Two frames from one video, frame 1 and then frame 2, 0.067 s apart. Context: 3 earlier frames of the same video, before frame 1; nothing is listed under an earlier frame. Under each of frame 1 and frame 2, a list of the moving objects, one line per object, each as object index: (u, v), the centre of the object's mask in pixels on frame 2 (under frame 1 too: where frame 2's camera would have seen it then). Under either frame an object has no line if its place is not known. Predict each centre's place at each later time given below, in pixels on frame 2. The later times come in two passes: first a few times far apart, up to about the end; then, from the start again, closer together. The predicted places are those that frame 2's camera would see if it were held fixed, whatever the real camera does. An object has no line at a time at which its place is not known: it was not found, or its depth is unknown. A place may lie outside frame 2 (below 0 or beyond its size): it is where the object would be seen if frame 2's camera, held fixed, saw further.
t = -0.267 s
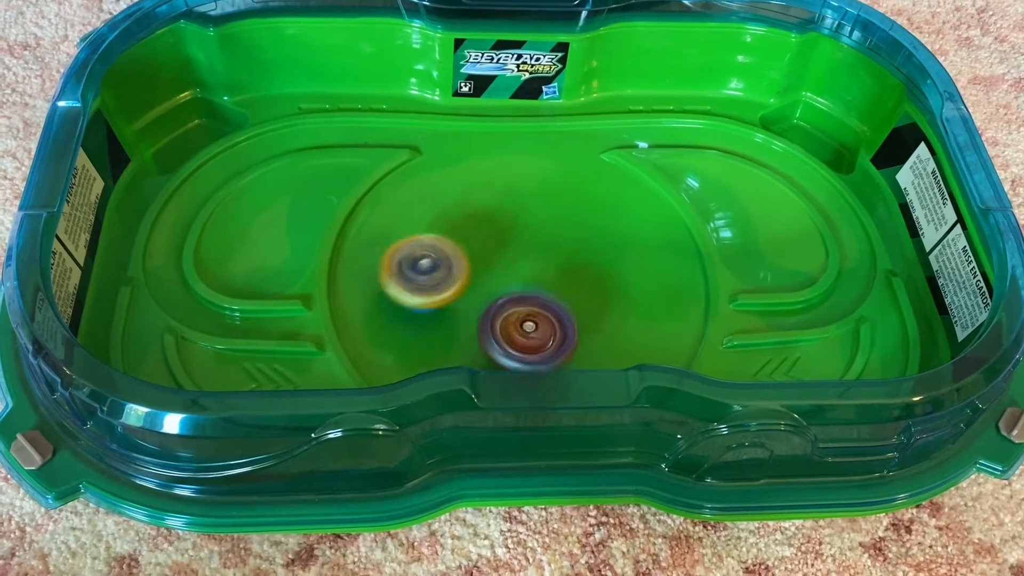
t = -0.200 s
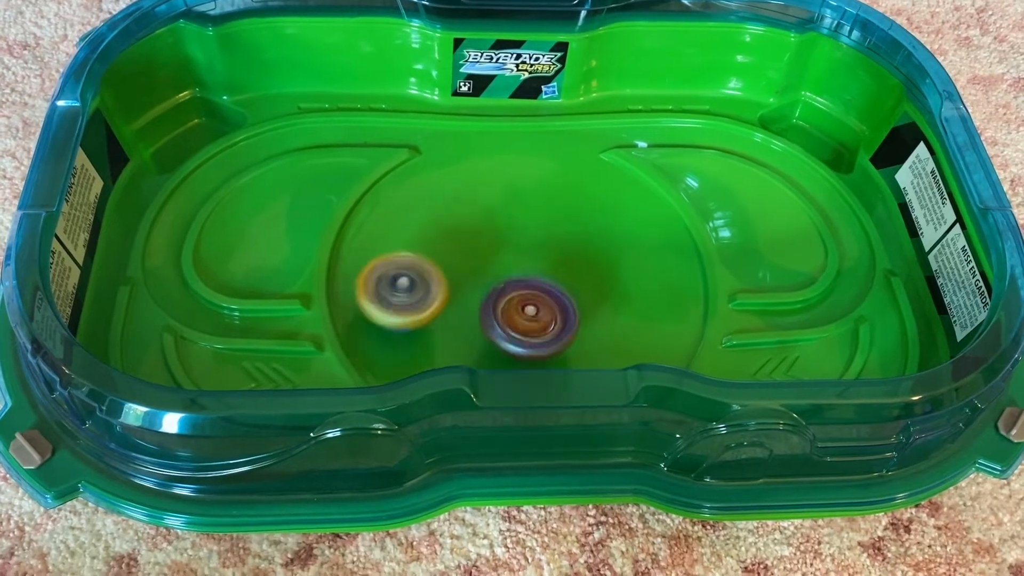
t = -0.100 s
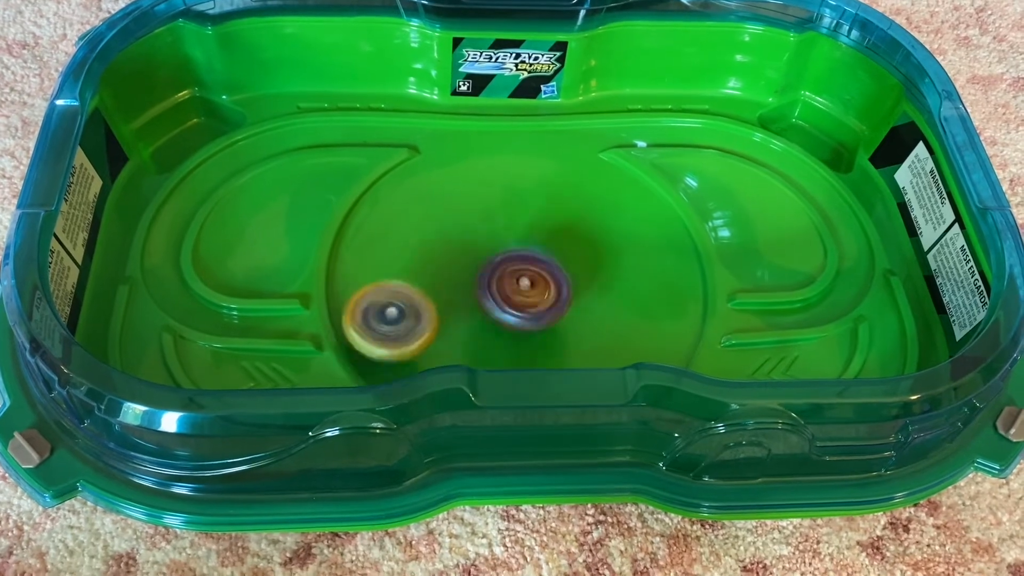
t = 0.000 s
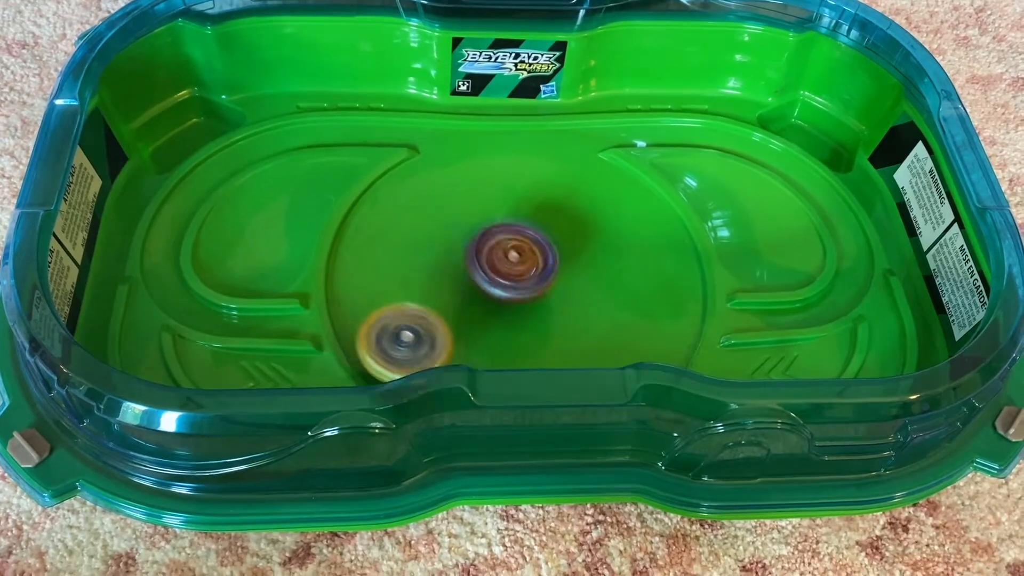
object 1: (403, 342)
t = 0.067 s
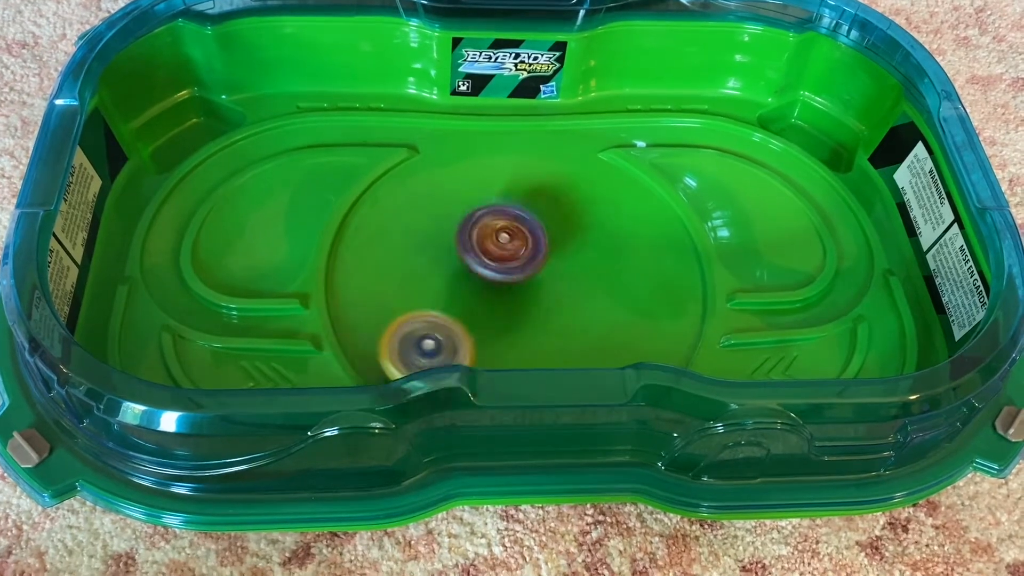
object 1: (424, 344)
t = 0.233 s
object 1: (497, 331)
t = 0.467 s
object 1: (547, 242)
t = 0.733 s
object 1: (525, 156)
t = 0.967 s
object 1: (475, 176)
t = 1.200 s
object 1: (497, 261)
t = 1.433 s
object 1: (499, 330)
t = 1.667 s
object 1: (513, 347)
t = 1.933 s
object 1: (506, 333)
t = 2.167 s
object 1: (478, 314)
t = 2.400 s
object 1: (462, 308)
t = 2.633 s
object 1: (478, 285)
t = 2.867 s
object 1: (510, 288)
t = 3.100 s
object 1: (548, 296)
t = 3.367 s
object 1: (501, 342)
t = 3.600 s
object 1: (482, 336)
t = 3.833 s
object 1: (419, 254)
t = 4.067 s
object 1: (421, 184)
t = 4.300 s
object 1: (536, 168)
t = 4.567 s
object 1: (648, 244)
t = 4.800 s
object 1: (608, 344)
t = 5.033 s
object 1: (464, 344)
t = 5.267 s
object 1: (418, 243)
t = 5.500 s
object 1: (505, 175)
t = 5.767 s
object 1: (622, 225)
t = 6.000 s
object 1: (605, 329)
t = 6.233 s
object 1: (476, 344)
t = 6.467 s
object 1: (421, 247)
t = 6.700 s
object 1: (498, 180)
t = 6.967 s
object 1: (606, 227)
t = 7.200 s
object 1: (590, 323)
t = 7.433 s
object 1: (469, 332)
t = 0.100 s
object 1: (439, 343)
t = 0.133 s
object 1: (455, 342)
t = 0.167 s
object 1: (470, 339)
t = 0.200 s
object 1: (485, 336)
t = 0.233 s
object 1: (497, 331)
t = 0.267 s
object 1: (509, 322)
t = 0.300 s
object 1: (519, 309)
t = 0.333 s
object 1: (528, 295)
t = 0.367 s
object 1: (534, 282)
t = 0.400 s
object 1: (540, 268)
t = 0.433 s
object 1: (544, 254)
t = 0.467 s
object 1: (547, 242)
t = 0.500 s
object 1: (549, 228)
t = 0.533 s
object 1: (550, 215)
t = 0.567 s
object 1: (549, 202)
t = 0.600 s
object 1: (547, 190)
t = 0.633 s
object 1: (543, 179)
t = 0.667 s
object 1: (538, 170)
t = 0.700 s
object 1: (532, 163)
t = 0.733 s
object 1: (525, 156)
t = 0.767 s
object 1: (517, 152)
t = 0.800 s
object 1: (509, 151)
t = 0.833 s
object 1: (500, 151)
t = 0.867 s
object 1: (492, 154)
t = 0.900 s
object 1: (485, 160)
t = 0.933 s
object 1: (480, 167)
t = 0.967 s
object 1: (475, 176)
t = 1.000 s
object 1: (473, 187)
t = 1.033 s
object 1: (472, 198)
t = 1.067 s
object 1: (474, 210)
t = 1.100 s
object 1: (477, 223)
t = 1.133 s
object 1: (482, 235)
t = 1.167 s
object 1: (489, 248)
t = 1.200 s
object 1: (497, 261)
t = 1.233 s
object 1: (506, 273)
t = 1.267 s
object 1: (515, 284)
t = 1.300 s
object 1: (514, 295)
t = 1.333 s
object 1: (507, 303)
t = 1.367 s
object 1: (503, 312)
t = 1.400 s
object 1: (500, 321)
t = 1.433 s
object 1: (499, 330)
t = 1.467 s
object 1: (499, 336)
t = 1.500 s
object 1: (500, 340)
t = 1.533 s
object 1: (501, 343)
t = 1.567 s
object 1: (504, 345)
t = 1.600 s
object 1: (507, 347)
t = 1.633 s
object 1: (510, 347)
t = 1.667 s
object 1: (513, 347)
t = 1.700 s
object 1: (515, 345)
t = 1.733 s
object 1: (518, 343)
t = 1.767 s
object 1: (521, 340)
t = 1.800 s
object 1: (523, 336)
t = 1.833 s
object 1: (524, 331)
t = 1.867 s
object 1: (520, 330)
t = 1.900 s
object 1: (512, 333)
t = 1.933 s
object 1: (506, 333)
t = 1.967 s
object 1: (501, 333)
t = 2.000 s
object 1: (497, 332)
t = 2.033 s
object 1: (493, 331)
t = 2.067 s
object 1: (490, 328)
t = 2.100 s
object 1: (486, 324)
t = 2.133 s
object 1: (482, 319)
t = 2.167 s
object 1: (478, 314)
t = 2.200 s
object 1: (474, 308)
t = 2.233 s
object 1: (470, 305)
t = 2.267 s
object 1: (465, 309)
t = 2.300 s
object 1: (462, 310)
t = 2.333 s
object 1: (461, 310)
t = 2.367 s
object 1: (461, 309)
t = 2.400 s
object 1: (462, 308)
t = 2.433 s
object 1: (463, 307)
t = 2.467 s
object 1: (464, 305)
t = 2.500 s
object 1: (466, 303)
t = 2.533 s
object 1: (469, 299)
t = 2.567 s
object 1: (471, 296)
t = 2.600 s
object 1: (475, 291)
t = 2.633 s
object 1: (478, 285)
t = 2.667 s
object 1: (482, 279)
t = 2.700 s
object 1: (486, 273)
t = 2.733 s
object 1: (490, 277)
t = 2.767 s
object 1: (494, 280)
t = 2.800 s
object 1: (499, 283)
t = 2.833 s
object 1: (504, 286)
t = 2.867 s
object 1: (510, 288)
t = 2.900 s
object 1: (515, 291)
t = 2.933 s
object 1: (520, 293)
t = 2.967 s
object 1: (526, 294)
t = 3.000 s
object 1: (531, 296)
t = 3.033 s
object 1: (537, 296)
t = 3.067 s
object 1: (543, 297)
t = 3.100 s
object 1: (548, 296)
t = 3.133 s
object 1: (552, 296)
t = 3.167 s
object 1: (540, 308)
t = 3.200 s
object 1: (529, 319)
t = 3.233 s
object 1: (522, 326)
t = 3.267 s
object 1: (516, 333)
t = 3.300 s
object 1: (511, 337)
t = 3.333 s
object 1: (506, 340)
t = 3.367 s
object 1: (501, 342)
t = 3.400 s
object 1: (497, 343)
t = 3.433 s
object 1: (493, 344)
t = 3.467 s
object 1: (489, 344)
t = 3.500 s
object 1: (487, 343)
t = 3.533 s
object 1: (485, 341)
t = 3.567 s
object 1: (484, 340)
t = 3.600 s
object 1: (482, 336)
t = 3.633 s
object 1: (481, 332)
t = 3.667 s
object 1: (480, 326)
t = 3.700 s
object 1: (479, 318)
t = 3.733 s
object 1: (478, 309)
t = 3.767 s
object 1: (477, 300)
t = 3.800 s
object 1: (450, 280)
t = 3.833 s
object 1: (419, 254)
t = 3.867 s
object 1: (395, 230)
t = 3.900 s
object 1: (378, 210)
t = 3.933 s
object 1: (370, 194)
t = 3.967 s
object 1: (379, 185)
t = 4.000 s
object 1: (388, 186)
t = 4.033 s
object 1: (404, 184)
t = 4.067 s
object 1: (421, 184)
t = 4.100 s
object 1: (439, 183)
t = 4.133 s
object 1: (457, 181)
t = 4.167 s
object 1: (471, 179)
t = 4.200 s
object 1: (486, 175)
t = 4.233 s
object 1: (500, 172)
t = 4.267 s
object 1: (516, 168)
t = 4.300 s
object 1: (536, 168)
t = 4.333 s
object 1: (555, 170)
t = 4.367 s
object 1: (573, 176)
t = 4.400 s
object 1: (589, 183)
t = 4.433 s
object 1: (605, 192)
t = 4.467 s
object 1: (619, 202)
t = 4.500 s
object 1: (632, 215)
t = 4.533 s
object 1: (641, 229)
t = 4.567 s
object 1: (648, 244)
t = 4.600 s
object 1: (652, 260)
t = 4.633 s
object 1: (653, 277)
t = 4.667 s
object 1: (650, 294)
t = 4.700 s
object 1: (644, 311)
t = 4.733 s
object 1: (635, 327)
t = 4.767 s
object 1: (622, 337)
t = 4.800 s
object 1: (608, 344)
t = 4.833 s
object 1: (589, 360)
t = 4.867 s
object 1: (568, 367)
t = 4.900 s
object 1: (547, 369)
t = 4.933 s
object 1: (525, 370)
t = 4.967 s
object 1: (503, 366)
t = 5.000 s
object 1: (483, 350)
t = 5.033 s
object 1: (464, 344)
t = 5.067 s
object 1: (447, 338)
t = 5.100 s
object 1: (434, 326)
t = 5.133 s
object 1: (423, 310)
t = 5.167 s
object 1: (416, 294)
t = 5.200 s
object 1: (414, 277)
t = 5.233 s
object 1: (414, 260)
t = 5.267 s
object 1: (418, 243)
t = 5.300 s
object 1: (425, 229)
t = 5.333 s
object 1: (433, 214)
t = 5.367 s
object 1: (445, 203)
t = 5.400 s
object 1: (458, 193)
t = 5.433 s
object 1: (472, 185)
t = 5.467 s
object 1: (488, 179)
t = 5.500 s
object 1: (505, 175)
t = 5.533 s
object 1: (523, 174)
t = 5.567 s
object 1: (539, 175)
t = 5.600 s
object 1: (557, 178)
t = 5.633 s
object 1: (573, 184)
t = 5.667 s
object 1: (588, 192)
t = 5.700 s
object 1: (601, 202)
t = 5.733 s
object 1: (613, 213)
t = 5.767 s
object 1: (622, 225)
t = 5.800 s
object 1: (629, 239)
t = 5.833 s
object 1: (633, 254)
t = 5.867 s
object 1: (633, 270)
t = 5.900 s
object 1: (632, 287)
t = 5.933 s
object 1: (626, 302)
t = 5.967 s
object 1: (618, 317)
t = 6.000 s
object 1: (605, 329)
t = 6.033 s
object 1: (591, 339)
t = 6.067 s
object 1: (574, 348)
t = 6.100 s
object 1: (554, 353)
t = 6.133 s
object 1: (534, 356)
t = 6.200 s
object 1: (494, 353)
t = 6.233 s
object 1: (476, 344)
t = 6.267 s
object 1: (460, 335)
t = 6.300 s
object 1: (444, 323)
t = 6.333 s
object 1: (434, 309)
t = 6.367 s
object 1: (425, 294)
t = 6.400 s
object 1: (421, 278)
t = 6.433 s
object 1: (420, 263)
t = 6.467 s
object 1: (421, 247)
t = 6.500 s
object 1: (427, 232)
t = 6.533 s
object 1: (434, 219)
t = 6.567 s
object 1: (443, 207)
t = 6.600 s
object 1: (454, 198)
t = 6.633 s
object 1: (468, 190)
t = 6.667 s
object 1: (483, 184)
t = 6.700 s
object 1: (498, 180)
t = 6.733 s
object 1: (513, 179)
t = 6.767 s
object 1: (530, 179)
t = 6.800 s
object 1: (545, 182)
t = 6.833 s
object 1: (561, 188)
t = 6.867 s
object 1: (574, 195)
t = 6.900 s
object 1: (588, 204)
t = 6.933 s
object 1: (598, 215)
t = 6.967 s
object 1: (606, 227)
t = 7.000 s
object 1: (613, 240)
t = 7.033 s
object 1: (616, 254)
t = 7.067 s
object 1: (618, 270)
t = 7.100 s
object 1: (615, 284)
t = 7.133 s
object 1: (610, 299)
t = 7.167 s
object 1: (602, 311)
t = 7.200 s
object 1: (590, 323)
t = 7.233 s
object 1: (577, 334)
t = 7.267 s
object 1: (560, 339)
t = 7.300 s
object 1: (542, 344)
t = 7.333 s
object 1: (523, 346)
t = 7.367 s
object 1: (506, 344)
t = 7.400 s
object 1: (487, 340)
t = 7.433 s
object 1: (469, 332)
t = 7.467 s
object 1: (455, 324)
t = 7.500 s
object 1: (444, 320)
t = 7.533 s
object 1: (434, 328)
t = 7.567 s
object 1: (428, 329)
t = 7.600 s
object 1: (420, 325)
